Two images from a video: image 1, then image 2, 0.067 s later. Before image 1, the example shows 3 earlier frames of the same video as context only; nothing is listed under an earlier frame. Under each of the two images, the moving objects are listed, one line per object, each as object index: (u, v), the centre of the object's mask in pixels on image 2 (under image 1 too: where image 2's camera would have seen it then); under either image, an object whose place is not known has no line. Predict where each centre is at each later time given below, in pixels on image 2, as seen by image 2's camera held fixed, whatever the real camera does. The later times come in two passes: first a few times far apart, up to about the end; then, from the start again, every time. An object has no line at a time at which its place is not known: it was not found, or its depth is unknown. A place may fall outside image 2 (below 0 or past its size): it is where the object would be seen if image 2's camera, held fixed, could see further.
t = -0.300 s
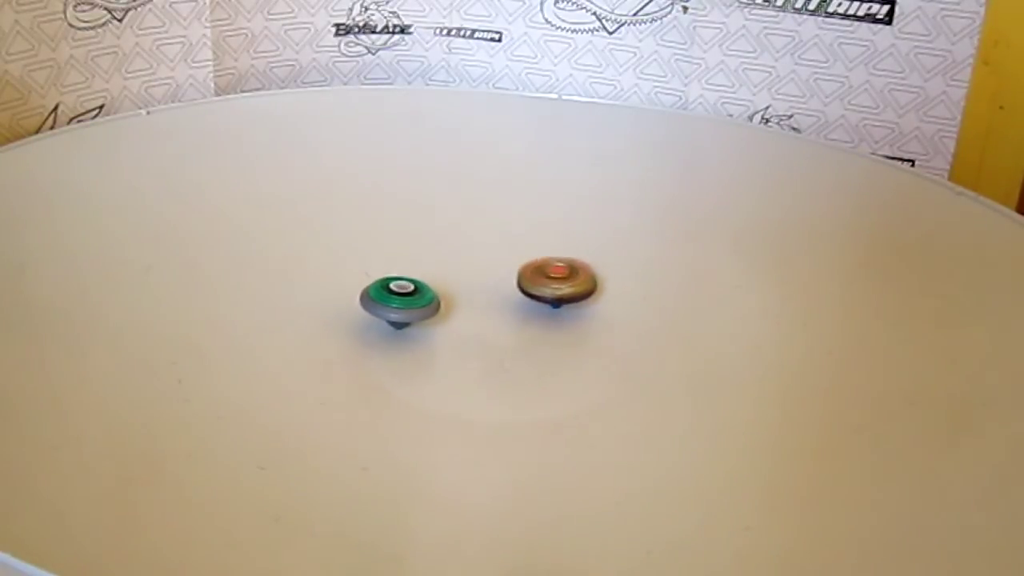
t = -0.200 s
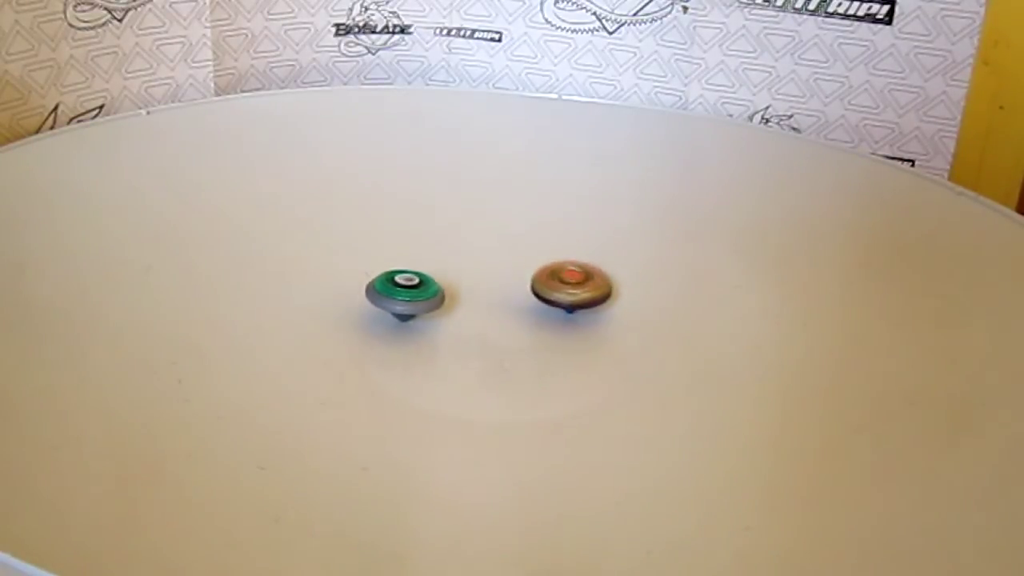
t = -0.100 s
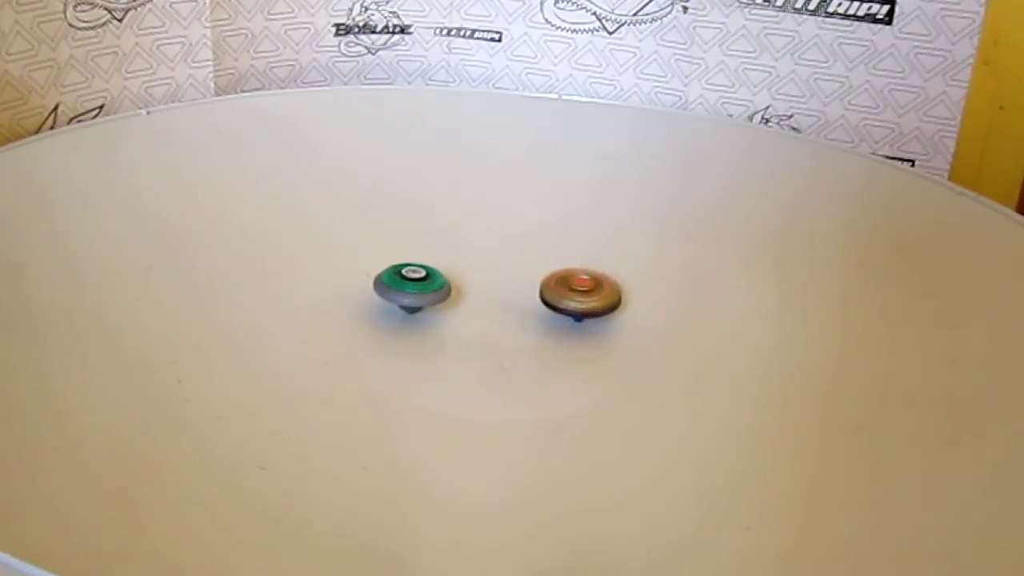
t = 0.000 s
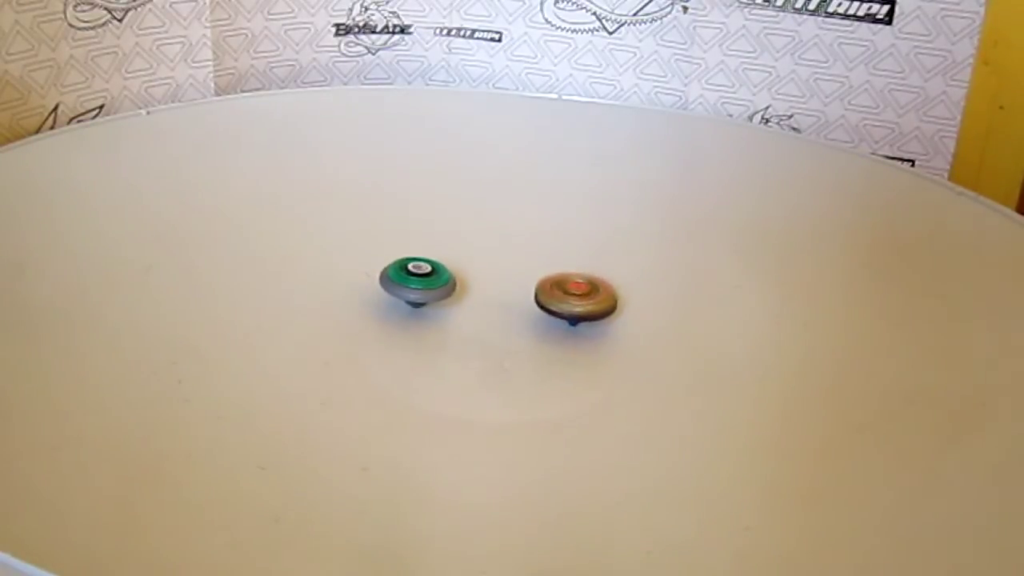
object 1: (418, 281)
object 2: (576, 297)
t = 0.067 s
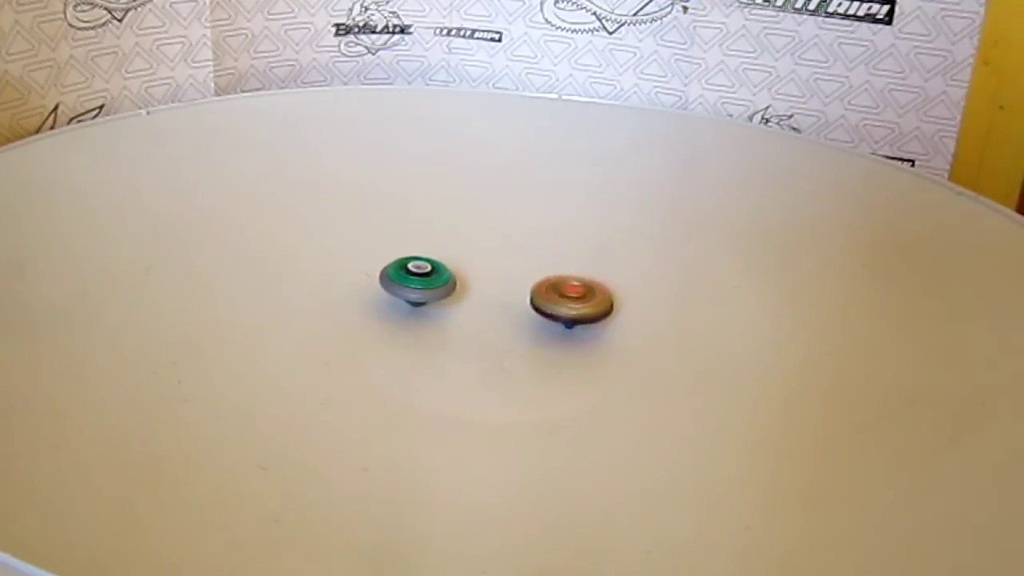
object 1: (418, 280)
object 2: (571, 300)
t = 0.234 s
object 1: (427, 281)
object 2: (562, 308)
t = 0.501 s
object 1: (476, 280)
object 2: (541, 325)
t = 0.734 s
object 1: (516, 284)
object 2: (514, 340)
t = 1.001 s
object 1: (557, 294)
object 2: (473, 349)
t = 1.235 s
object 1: (586, 307)
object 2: (446, 353)
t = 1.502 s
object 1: (609, 325)
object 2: (429, 356)
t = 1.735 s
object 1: (621, 346)
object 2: (424, 357)
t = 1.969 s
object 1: (617, 352)
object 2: (423, 356)
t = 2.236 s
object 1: (586, 367)
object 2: (423, 353)
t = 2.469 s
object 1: (550, 375)
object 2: (428, 345)
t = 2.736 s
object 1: (506, 377)
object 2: (442, 331)
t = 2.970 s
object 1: (471, 372)
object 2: (460, 317)
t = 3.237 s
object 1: (439, 359)
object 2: (489, 303)
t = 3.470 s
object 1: (424, 344)
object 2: (515, 293)
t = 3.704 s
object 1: (421, 329)
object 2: (534, 286)
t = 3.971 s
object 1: (436, 313)
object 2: (558, 282)
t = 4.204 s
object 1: (460, 303)
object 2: (573, 294)
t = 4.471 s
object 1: (486, 295)
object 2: (571, 305)
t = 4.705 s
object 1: (487, 289)
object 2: (593, 319)
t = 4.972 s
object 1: (493, 283)
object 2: (613, 334)
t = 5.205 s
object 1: (499, 281)
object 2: (624, 351)
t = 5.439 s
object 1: (506, 280)
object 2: (598, 368)
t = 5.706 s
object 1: (513, 281)
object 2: (569, 371)
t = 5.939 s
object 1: (516, 284)
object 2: (539, 373)
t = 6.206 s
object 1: (514, 288)
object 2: (501, 370)
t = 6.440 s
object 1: (510, 292)
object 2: (474, 363)
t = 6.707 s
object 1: (497, 299)
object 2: (445, 352)
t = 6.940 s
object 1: (482, 306)
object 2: (427, 338)
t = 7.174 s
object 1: (476, 310)
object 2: (403, 333)
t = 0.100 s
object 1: (418, 280)
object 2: (570, 301)
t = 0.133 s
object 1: (419, 280)
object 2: (568, 303)
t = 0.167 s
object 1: (420, 281)
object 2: (566, 305)
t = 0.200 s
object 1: (422, 282)
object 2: (564, 306)
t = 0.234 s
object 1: (427, 281)
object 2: (562, 308)
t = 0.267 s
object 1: (433, 281)
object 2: (560, 310)
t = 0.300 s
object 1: (439, 281)
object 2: (558, 312)
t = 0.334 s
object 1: (445, 280)
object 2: (555, 314)
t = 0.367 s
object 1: (452, 280)
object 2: (553, 316)
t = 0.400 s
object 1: (458, 280)
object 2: (550, 319)
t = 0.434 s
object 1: (464, 280)
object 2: (547, 321)
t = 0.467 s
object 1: (470, 280)
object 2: (544, 323)
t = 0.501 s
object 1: (476, 280)
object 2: (541, 325)
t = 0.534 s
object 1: (482, 280)
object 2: (538, 328)
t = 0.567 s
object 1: (488, 281)
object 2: (533, 329)
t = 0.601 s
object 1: (493, 281)
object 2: (530, 331)
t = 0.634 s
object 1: (499, 282)
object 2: (526, 333)
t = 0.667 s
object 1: (505, 282)
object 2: (522, 335)
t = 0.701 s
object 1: (511, 283)
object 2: (518, 338)
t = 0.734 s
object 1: (516, 284)
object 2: (514, 340)
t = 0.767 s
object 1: (521, 285)
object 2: (509, 342)
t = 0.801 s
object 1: (526, 286)
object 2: (503, 344)
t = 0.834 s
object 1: (532, 287)
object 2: (497, 345)
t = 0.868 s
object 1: (537, 288)
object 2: (492, 346)
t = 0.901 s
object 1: (542, 290)
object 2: (487, 347)
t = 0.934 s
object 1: (547, 291)
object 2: (482, 347)
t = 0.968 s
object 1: (552, 292)
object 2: (477, 348)
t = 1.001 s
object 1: (557, 294)
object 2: (473, 349)
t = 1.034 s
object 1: (561, 295)
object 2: (468, 350)
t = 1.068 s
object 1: (565, 297)
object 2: (464, 351)
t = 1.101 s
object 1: (569, 299)
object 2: (460, 351)
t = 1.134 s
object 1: (574, 301)
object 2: (456, 352)
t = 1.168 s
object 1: (578, 302)
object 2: (452, 353)
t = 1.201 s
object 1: (582, 305)
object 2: (448, 353)
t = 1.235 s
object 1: (586, 307)
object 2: (446, 353)
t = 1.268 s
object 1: (589, 309)
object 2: (443, 354)
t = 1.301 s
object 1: (592, 311)
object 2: (441, 355)
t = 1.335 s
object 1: (595, 313)
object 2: (439, 355)
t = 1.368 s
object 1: (598, 315)
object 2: (436, 355)
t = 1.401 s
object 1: (601, 318)
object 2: (434, 356)
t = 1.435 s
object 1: (604, 320)
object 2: (433, 356)
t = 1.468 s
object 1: (607, 323)
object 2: (431, 356)
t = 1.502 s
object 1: (609, 325)
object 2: (429, 356)
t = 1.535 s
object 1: (611, 328)
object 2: (428, 357)
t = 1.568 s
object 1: (613, 330)
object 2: (427, 357)
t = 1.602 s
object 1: (615, 333)
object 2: (426, 357)
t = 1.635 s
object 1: (617, 336)
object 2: (425, 357)
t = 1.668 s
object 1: (619, 340)
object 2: (424, 357)
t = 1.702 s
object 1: (620, 343)
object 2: (424, 357)
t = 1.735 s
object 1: (621, 346)
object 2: (424, 357)
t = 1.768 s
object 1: (621, 348)
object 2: (423, 357)
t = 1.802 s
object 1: (622, 350)
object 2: (423, 357)
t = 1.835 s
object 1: (622, 351)
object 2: (423, 357)
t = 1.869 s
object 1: (622, 352)
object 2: (423, 356)
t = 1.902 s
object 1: (622, 352)
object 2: (423, 357)
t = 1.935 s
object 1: (620, 352)
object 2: (423, 356)
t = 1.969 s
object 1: (617, 352)
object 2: (423, 356)
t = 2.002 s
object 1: (614, 354)
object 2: (423, 356)
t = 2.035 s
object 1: (611, 356)
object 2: (423, 355)
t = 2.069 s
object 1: (607, 358)
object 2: (423, 355)
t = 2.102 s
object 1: (603, 360)
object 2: (423, 355)
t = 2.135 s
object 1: (599, 362)
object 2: (423, 354)
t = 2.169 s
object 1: (594, 364)
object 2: (423, 354)
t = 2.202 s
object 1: (590, 366)
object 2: (423, 353)
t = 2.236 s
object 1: (586, 367)
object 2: (423, 353)
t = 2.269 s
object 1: (581, 369)
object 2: (424, 351)
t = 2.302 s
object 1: (576, 370)
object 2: (425, 351)
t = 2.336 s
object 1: (571, 371)
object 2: (425, 349)
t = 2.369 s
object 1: (566, 373)
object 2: (426, 348)
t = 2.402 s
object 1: (561, 374)
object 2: (426, 347)
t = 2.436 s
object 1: (556, 374)
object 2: (427, 346)
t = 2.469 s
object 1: (550, 375)
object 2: (428, 345)
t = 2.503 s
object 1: (545, 376)
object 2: (429, 343)
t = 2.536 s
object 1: (540, 377)
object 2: (431, 342)
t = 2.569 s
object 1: (534, 377)
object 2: (432, 340)
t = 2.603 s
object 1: (528, 377)
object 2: (434, 338)
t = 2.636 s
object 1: (523, 378)
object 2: (436, 336)
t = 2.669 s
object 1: (517, 378)
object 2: (438, 335)
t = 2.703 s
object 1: (512, 378)
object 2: (440, 333)
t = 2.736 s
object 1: (506, 377)
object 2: (442, 331)
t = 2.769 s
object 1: (501, 377)
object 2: (444, 329)
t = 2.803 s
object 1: (495, 376)
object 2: (447, 327)
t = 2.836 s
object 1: (490, 376)
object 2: (449, 325)
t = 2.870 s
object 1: (485, 375)
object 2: (452, 323)
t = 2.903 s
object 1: (480, 374)
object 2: (455, 321)
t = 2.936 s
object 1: (476, 373)
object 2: (457, 319)
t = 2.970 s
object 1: (471, 372)
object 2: (460, 317)
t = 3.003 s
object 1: (467, 371)
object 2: (463, 315)
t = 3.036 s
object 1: (462, 369)
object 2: (465, 313)
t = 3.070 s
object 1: (458, 368)
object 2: (469, 311)
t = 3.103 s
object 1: (454, 366)
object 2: (473, 309)
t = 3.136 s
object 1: (450, 364)
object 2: (477, 308)
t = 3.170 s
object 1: (446, 363)
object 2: (481, 306)
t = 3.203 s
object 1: (443, 361)
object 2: (485, 304)
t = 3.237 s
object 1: (439, 359)
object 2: (489, 303)
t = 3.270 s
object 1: (436, 357)
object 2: (493, 301)
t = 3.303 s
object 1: (434, 355)
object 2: (496, 300)
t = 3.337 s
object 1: (431, 353)
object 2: (501, 298)
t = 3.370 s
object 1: (429, 351)
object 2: (504, 297)
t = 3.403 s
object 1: (427, 348)
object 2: (508, 296)
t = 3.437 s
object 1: (425, 347)
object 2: (511, 294)
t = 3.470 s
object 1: (424, 344)
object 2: (515, 293)
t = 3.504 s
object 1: (423, 342)
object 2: (518, 292)
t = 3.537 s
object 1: (422, 340)
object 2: (521, 291)
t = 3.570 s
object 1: (421, 337)
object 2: (524, 290)
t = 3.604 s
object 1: (420, 335)
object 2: (527, 289)
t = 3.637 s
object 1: (420, 333)
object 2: (529, 288)
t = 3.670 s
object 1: (420, 331)
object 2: (532, 287)
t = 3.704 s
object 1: (421, 329)
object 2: (534, 286)
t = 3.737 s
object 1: (422, 326)
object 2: (537, 285)
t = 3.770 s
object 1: (423, 324)
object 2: (539, 284)
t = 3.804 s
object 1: (425, 322)
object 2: (540, 283)
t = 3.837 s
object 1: (426, 320)
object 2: (542, 282)
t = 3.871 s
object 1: (428, 318)
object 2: (544, 281)
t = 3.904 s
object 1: (430, 316)
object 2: (548, 281)
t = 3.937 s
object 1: (433, 314)
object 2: (553, 281)
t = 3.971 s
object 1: (436, 313)
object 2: (558, 282)
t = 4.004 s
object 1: (439, 311)
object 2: (563, 283)
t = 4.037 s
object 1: (442, 310)
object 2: (567, 285)
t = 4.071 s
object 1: (445, 308)
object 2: (571, 287)
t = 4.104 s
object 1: (449, 307)
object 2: (574, 289)
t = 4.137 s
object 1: (453, 306)
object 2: (576, 292)
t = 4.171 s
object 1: (456, 305)
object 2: (575, 293)
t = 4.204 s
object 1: (460, 303)
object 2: (573, 294)
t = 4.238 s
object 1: (464, 302)
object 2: (572, 295)
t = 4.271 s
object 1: (468, 301)
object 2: (570, 296)
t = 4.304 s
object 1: (473, 300)
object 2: (568, 297)
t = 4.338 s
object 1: (478, 299)
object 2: (567, 298)
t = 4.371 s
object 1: (482, 298)
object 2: (566, 300)
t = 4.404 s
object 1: (483, 297)
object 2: (567, 301)
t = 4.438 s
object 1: (485, 296)
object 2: (568, 303)
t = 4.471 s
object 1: (486, 295)
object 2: (571, 305)
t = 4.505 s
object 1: (485, 294)
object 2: (575, 307)
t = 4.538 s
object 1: (485, 293)
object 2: (578, 309)
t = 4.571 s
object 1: (485, 292)
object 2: (581, 311)
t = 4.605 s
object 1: (485, 291)
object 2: (584, 313)
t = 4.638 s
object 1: (486, 290)
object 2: (588, 315)
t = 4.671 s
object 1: (486, 289)
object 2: (591, 317)
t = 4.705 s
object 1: (487, 289)
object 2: (593, 319)
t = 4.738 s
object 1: (487, 288)
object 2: (596, 320)
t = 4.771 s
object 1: (488, 287)
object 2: (599, 323)
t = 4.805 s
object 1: (489, 286)
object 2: (601, 324)
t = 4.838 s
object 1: (490, 286)
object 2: (604, 327)
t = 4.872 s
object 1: (490, 285)
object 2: (606, 329)
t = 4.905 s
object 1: (491, 284)
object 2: (609, 331)
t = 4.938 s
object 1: (492, 284)
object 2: (611, 333)
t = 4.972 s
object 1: (493, 283)
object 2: (613, 334)
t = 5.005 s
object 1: (494, 283)
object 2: (616, 336)
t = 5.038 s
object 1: (495, 282)
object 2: (618, 338)
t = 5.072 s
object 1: (495, 282)
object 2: (622, 340)
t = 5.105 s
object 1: (496, 282)
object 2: (624, 342)
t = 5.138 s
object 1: (497, 281)
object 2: (625, 345)
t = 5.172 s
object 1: (498, 281)
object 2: (625, 348)
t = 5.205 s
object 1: (499, 281)
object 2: (624, 351)
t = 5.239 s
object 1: (500, 281)
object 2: (622, 355)
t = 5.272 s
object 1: (501, 281)
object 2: (620, 358)
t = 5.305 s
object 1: (502, 280)
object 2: (616, 361)
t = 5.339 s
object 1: (504, 281)
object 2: (612, 364)
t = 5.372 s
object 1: (504, 280)
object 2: (607, 366)
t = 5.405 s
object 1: (505, 280)
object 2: (602, 368)
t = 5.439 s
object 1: (506, 280)
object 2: (598, 368)
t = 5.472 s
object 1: (507, 280)
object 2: (595, 368)
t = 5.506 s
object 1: (508, 281)
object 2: (592, 369)
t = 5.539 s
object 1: (509, 281)
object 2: (588, 369)
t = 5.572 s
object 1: (510, 281)
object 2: (585, 369)
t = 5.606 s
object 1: (511, 281)
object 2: (581, 370)
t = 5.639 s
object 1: (512, 281)
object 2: (577, 371)
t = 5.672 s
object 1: (513, 281)
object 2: (573, 371)
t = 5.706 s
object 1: (513, 281)
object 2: (569, 371)
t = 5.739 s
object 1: (514, 282)
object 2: (565, 372)
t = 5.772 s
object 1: (515, 282)
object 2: (561, 372)
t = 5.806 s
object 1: (515, 282)
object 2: (557, 372)
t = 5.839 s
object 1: (515, 283)
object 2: (553, 373)
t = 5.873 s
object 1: (516, 283)
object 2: (548, 373)
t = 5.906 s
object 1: (516, 284)
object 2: (543, 373)
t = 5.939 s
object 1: (516, 284)
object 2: (539, 373)
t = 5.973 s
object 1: (516, 284)
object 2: (534, 373)
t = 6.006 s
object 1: (516, 285)
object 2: (529, 373)
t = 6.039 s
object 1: (516, 286)
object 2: (525, 373)
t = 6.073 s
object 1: (516, 286)
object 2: (520, 372)
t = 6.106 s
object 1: (516, 287)
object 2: (515, 372)
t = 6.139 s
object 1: (516, 287)
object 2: (510, 372)
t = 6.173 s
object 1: (515, 288)
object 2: (506, 371)
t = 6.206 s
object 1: (514, 288)
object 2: (501, 370)
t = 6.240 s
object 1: (514, 289)
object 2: (497, 369)
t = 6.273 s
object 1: (514, 289)
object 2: (493, 368)
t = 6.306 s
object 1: (513, 290)
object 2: (489, 367)
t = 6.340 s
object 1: (512, 290)
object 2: (485, 367)
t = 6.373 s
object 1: (512, 291)
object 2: (481, 365)
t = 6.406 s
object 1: (511, 291)
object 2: (477, 364)
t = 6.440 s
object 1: (510, 292)
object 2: (474, 363)
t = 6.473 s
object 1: (509, 293)
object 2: (469, 362)
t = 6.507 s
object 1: (507, 293)
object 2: (465, 360)
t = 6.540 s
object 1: (506, 294)
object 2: (462, 359)
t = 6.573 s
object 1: (505, 294)
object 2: (458, 358)
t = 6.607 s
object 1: (503, 295)
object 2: (455, 356)
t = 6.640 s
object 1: (500, 297)
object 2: (452, 355)
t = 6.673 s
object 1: (498, 298)
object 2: (448, 354)
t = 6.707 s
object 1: (497, 299)
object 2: (445, 352)
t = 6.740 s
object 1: (494, 300)
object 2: (442, 350)
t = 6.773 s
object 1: (492, 301)
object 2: (440, 348)
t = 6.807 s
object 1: (490, 303)
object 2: (437, 346)
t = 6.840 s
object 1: (488, 304)
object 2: (434, 344)
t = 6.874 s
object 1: (485, 305)
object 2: (431, 342)
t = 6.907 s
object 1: (483, 305)
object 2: (429, 340)
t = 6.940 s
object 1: (482, 306)
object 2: (427, 338)
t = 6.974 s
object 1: (481, 307)
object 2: (425, 337)
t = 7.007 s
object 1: (480, 308)
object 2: (420, 337)
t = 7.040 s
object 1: (479, 308)
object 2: (416, 336)
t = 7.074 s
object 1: (478, 308)
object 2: (413, 335)
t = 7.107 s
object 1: (478, 309)
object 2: (410, 334)
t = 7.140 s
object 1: (477, 309)
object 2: (406, 333)
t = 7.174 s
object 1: (476, 310)
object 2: (403, 333)
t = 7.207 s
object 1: (473, 307)
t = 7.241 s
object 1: (472, 308)
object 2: (395, 328)
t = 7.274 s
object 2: (392, 328)
